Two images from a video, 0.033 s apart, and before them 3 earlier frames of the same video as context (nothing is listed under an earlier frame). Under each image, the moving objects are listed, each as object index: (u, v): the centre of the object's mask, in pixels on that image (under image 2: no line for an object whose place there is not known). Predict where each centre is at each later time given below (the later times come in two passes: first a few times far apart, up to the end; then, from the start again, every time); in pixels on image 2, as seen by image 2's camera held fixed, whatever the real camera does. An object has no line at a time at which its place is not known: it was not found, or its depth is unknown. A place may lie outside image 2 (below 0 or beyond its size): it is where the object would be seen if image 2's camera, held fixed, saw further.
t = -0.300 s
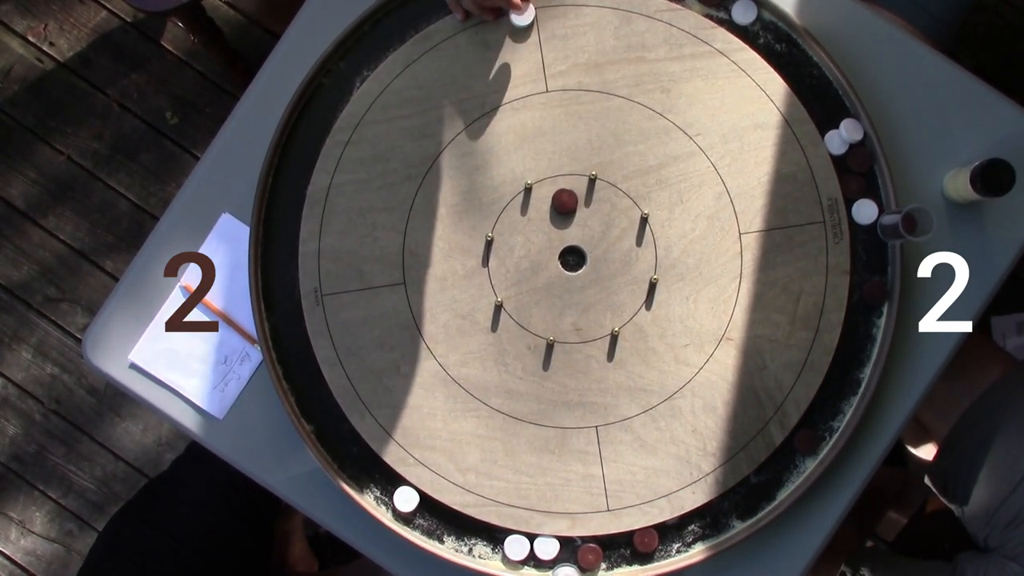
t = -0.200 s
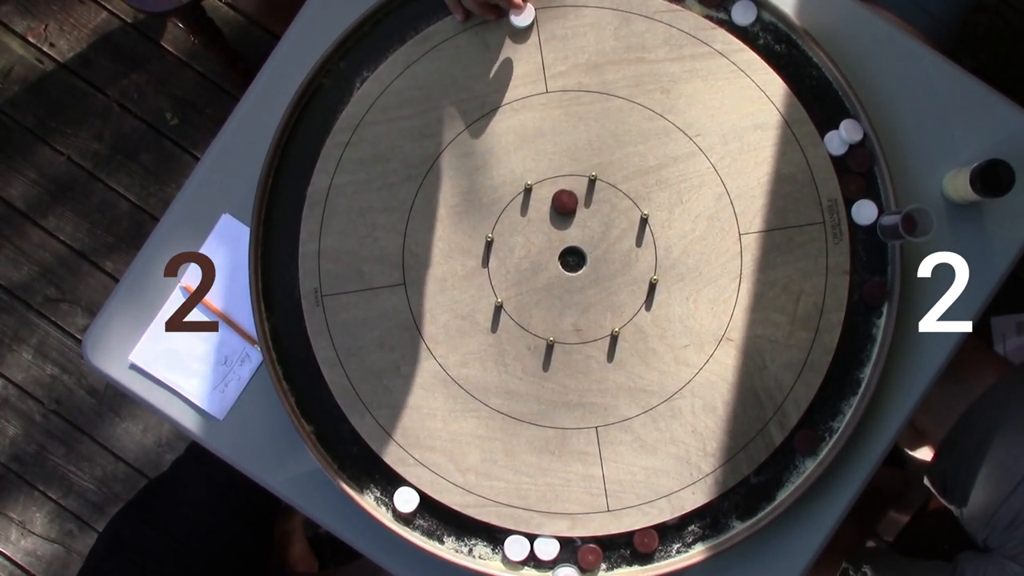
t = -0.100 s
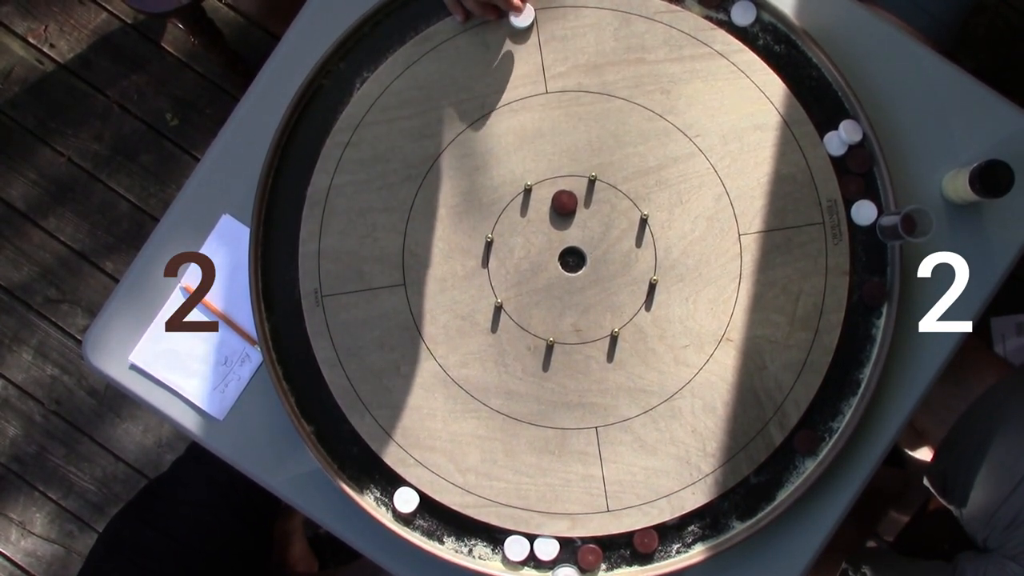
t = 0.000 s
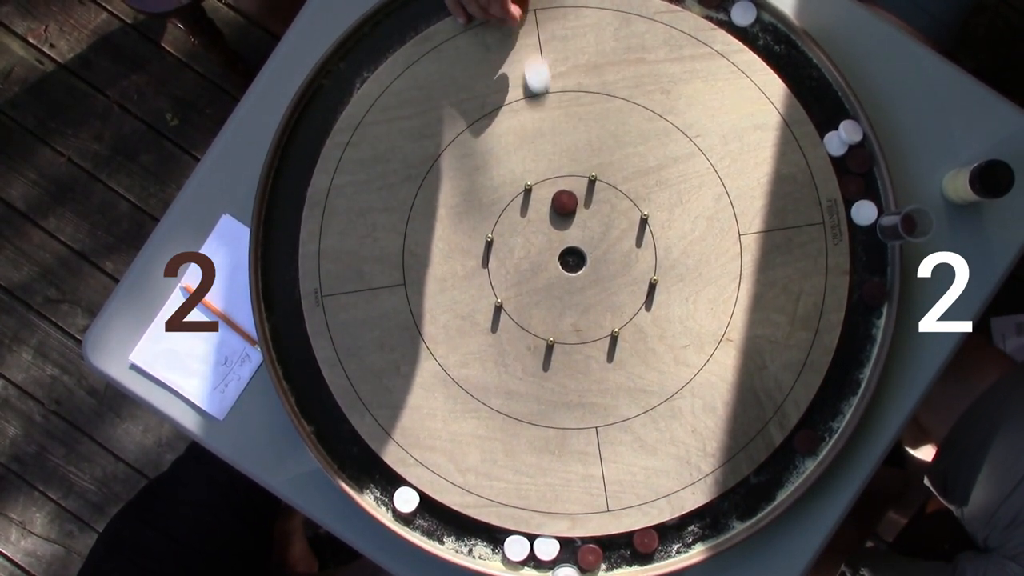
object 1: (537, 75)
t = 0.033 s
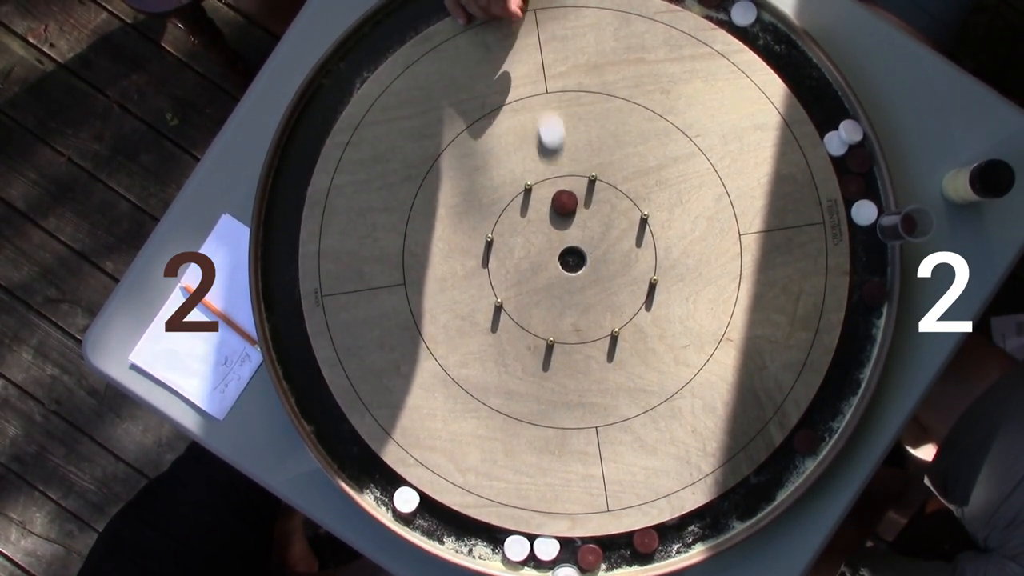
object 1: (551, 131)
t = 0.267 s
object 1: (594, 203)
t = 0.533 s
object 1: (597, 206)
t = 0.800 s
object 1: (597, 206)
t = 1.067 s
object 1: (597, 206)
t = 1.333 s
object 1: (597, 206)
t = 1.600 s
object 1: (597, 206)
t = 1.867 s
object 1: (597, 206)
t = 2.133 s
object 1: (597, 206)
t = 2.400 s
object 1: (597, 206)
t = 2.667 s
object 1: (597, 206)
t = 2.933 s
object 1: (597, 206)
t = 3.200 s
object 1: (597, 206)
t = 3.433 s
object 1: (597, 206)
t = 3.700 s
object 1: (597, 206)
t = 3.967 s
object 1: (597, 206)
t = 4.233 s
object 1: (597, 206)
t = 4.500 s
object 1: (597, 206)
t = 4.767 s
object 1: (597, 206)
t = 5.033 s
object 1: (597, 206)
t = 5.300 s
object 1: (597, 206)
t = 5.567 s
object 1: (597, 206)
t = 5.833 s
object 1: (597, 206)
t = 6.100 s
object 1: (597, 206)
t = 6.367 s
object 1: (597, 206)
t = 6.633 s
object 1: (598, 206)
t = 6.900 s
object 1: (597, 206)
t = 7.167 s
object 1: (597, 206)
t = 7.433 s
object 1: (597, 206)
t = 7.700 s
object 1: (597, 206)
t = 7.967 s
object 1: (598, 206)
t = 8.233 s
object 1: (597, 206)
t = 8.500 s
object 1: (597, 206)
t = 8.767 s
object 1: (597, 206)
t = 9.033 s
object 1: (597, 206)
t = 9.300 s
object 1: (597, 206)
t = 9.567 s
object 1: (597, 206)
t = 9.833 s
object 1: (597, 206)
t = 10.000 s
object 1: (597, 206)
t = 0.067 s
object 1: (564, 176)
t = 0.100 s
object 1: (571, 183)
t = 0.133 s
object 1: (577, 189)
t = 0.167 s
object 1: (583, 193)
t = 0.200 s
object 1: (587, 198)
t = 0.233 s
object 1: (591, 201)
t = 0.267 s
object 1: (594, 203)
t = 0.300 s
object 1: (596, 205)
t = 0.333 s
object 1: (597, 206)
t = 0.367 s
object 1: (597, 206)
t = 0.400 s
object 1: (597, 206)
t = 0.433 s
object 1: (597, 206)
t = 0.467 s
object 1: (597, 206)
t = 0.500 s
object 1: (597, 206)
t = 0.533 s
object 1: (597, 206)
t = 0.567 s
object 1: (597, 206)
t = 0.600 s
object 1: (597, 206)
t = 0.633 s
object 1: (597, 206)
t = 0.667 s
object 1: (597, 206)
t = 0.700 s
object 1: (598, 206)
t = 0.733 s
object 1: (597, 206)
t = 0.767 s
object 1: (597, 206)
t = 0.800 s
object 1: (597, 206)
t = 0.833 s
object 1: (597, 206)
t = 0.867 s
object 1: (597, 206)
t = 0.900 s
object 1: (597, 206)
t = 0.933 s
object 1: (597, 206)
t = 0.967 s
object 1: (597, 206)
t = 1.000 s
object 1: (597, 206)
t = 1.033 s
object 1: (597, 206)
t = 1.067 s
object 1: (597, 206)
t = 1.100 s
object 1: (597, 206)
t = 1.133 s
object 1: (597, 206)
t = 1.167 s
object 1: (597, 206)
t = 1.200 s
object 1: (597, 206)
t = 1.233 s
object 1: (597, 206)
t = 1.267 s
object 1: (597, 206)
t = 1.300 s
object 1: (597, 206)
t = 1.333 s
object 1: (597, 206)
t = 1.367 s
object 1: (597, 206)
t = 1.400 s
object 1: (597, 206)
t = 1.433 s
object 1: (597, 206)
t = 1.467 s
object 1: (597, 206)
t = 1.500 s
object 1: (597, 206)
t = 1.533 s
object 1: (597, 206)
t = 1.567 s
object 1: (597, 206)
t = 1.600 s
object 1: (597, 206)
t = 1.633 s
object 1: (597, 206)
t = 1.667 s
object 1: (597, 206)
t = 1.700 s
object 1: (597, 206)
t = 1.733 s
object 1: (597, 206)
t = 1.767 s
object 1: (597, 206)
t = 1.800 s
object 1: (597, 206)
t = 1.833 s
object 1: (597, 206)
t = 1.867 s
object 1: (597, 206)
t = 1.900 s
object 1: (597, 206)
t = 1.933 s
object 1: (597, 206)
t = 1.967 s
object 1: (597, 206)
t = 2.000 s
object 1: (597, 206)
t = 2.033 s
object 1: (597, 206)
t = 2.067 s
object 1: (597, 206)
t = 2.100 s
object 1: (597, 206)
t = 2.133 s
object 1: (597, 206)
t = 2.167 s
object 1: (598, 206)
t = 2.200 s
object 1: (597, 206)
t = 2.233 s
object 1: (597, 206)
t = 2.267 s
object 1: (597, 206)
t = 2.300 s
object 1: (597, 206)
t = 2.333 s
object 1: (597, 206)
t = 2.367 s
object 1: (597, 206)
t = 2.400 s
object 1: (597, 206)
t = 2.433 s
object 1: (597, 206)
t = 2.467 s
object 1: (597, 206)
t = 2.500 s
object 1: (597, 206)
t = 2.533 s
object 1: (597, 206)
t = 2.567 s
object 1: (597, 206)
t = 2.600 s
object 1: (597, 206)
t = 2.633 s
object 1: (597, 206)
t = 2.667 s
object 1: (597, 206)
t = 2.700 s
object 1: (597, 206)
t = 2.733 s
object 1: (597, 206)
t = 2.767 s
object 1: (597, 206)
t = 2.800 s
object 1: (597, 206)
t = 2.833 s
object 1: (597, 206)
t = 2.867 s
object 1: (597, 206)
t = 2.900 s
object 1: (597, 206)
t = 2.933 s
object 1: (597, 206)
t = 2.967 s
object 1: (597, 206)
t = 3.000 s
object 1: (597, 206)
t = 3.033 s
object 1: (597, 206)
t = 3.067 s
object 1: (597, 206)
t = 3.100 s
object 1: (597, 206)
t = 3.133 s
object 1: (597, 206)
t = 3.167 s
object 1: (597, 206)
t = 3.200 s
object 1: (597, 206)
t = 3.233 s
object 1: (597, 206)
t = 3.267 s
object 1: (597, 206)
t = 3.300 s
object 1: (597, 206)
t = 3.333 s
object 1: (597, 206)
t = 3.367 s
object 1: (597, 206)
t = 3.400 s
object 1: (597, 206)
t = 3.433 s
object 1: (597, 206)
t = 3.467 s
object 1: (597, 206)
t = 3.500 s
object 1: (597, 206)
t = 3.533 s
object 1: (597, 206)
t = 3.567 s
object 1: (597, 206)
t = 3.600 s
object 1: (597, 206)
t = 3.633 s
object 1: (597, 206)
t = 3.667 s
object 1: (597, 206)
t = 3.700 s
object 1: (597, 206)
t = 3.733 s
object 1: (597, 206)
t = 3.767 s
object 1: (597, 206)
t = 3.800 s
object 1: (597, 206)
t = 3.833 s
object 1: (597, 206)
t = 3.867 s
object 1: (597, 206)
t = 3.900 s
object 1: (597, 206)
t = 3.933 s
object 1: (597, 206)
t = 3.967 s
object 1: (597, 206)
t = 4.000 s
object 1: (597, 206)
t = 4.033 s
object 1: (597, 206)
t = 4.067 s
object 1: (597, 206)
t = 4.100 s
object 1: (597, 206)
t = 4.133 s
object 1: (597, 206)
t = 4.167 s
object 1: (597, 206)
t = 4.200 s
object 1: (597, 206)
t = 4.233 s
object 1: (597, 206)
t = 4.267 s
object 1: (597, 206)
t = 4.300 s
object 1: (597, 206)
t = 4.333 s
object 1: (597, 206)
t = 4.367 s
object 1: (597, 206)
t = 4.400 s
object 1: (597, 206)
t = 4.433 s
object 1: (597, 206)
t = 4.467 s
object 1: (597, 206)
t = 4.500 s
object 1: (597, 206)
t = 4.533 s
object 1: (597, 206)
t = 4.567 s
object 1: (597, 206)
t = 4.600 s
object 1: (597, 206)
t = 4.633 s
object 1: (597, 206)
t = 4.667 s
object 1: (597, 206)
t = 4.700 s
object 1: (597, 206)
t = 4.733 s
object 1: (597, 206)
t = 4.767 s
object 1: (597, 206)
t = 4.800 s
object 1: (597, 206)
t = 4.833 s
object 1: (597, 206)
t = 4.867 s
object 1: (597, 206)
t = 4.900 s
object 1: (597, 206)
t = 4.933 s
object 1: (597, 206)
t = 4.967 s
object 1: (597, 206)
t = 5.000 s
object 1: (597, 206)
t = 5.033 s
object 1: (597, 206)
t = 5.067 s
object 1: (597, 206)
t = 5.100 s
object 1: (597, 206)
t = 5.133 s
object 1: (597, 206)
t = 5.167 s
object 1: (597, 206)
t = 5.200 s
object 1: (597, 206)
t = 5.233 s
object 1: (597, 206)
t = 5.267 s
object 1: (597, 206)
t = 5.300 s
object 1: (597, 206)
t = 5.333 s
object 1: (597, 206)
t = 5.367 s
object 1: (597, 206)
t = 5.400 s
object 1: (597, 206)
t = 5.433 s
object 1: (597, 206)
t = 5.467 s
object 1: (597, 206)
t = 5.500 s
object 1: (597, 206)
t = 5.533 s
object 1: (597, 206)
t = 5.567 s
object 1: (597, 206)
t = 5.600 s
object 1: (597, 206)
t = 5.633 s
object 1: (597, 206)
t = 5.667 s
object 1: (597, 206)
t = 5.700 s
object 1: (597, 206)
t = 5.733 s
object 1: (597, 206)
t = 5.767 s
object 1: (597, 206)
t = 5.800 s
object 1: (597, 206)
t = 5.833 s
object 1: (597, 206)
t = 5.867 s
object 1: (597, 206)
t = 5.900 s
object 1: (597, 206)
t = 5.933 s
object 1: (597, 206)
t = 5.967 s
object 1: (597, 206)
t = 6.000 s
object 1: (597, 206)
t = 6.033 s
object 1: (597, 206)
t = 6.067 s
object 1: (597, 206)
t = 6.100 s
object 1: (597, 206)
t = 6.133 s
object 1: (597, 206)
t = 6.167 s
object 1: (597, 206)
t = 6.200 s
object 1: (597, 206)
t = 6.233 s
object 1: (597, 206)
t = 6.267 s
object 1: (597, 206)
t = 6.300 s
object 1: (597, 206)
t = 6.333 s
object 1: (597, 206)
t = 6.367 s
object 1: (597, 206)
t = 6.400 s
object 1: (597, 206)
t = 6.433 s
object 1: (597, 206)
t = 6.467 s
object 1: (597, 206)
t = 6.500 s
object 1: (598, 206)
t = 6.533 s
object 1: (597, 206)
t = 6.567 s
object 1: (597, 206)
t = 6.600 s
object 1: (597, 206)
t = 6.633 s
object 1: (598, 206)
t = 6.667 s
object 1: (597, 206)
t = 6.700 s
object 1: (598, 206)
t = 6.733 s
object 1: (597, 206)
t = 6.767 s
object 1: (597, 206)
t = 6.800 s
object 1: (597, 206)
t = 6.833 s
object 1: (598, 206)
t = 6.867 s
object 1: (597, 206)
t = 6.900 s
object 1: (597, 206)
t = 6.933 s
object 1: (598, 206)
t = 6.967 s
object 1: (597, 206)
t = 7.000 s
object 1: (597, 206)
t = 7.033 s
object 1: (597, 206)
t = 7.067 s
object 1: (597, 206)
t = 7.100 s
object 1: (597, 206)
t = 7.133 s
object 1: (597, 206)
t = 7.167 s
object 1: (597, 206)
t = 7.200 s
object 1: (597, 206)
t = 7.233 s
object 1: (597, 206)
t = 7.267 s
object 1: (597, 206)
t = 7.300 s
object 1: (597, 206)
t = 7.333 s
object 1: (597, 206)
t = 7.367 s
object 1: (597, 206)
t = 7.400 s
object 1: (597, 206)
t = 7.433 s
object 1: (597, 206)
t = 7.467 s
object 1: (597, 206)
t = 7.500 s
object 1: (597, 206)
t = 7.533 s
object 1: (598, 206)
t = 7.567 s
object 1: (598, 206)
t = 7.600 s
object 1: (597, 206)
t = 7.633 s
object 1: (597, 206)
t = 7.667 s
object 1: (597, 206)
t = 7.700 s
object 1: (597, 206)
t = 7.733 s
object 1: (598, 206)
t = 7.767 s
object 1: (597, 206)
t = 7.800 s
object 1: (597, 206)
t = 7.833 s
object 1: (597, 206)
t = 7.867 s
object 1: (597, 206)
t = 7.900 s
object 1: (597, 206)
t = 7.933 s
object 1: (598, 206)
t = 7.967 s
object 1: (598, 206)
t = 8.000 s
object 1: (597, 206)
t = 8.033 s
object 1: (597, 206)
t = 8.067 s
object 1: (597, 206)
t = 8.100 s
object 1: (597, 206)
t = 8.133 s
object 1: (597, 206)
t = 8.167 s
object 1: (598, 206)
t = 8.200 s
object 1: (597, 206)
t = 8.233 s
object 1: (597, 206)
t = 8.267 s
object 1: (597, 206)
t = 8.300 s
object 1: (597, 206)
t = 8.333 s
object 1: (597, 206)
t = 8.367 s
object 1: (597, 206)
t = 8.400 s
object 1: (597, 206)
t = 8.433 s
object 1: (598, 206)
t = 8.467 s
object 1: (598, 206)
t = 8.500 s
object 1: (597, 206)
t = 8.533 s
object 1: (597, 206)
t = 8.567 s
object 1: (597, 206)
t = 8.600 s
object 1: (597, 206)
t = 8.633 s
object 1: (598, 206)
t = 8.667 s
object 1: (597, 206)
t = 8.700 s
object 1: (598, 206)
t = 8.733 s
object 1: (597, 206)
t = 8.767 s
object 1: (597, 206)
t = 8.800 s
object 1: (597, 206)
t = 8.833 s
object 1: (598, 206)
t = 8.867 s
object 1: (597, 206)
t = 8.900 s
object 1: (597, 206)
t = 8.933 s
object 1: (597, 206)
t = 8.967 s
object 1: (597, 206)
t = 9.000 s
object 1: (597, 206)
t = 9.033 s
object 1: (597, 206)
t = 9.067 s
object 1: (597, 206)
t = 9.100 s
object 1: (597, 206)
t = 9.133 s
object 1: (597, 206)
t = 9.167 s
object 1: (597, 206)
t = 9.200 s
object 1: (597, 206)
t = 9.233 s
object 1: (598, 206)
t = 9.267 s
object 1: (597, 206)
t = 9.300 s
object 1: (597, 206)
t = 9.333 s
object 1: (597, 206)
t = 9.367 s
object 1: (597, 206)
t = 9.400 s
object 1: (597, 206)
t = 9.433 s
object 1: (597, 206)
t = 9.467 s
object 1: (597, 206)
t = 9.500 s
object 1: (597, 206)
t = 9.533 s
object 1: (597, 206)
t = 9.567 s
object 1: (597, 206)
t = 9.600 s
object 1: (597, 206)
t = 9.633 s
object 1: (597, 206)
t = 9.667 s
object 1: (597, 206)
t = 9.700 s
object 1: (597, 206)
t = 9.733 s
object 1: (597, 206)
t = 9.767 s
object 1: (597, 206)
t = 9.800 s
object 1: (597, 206)
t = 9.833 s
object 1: (597, 206)
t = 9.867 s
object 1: (597, 206)
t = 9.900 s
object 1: (597, 206)
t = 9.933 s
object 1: (597, 206)
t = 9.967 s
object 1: (597, 206)
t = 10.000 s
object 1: (597, 206)
